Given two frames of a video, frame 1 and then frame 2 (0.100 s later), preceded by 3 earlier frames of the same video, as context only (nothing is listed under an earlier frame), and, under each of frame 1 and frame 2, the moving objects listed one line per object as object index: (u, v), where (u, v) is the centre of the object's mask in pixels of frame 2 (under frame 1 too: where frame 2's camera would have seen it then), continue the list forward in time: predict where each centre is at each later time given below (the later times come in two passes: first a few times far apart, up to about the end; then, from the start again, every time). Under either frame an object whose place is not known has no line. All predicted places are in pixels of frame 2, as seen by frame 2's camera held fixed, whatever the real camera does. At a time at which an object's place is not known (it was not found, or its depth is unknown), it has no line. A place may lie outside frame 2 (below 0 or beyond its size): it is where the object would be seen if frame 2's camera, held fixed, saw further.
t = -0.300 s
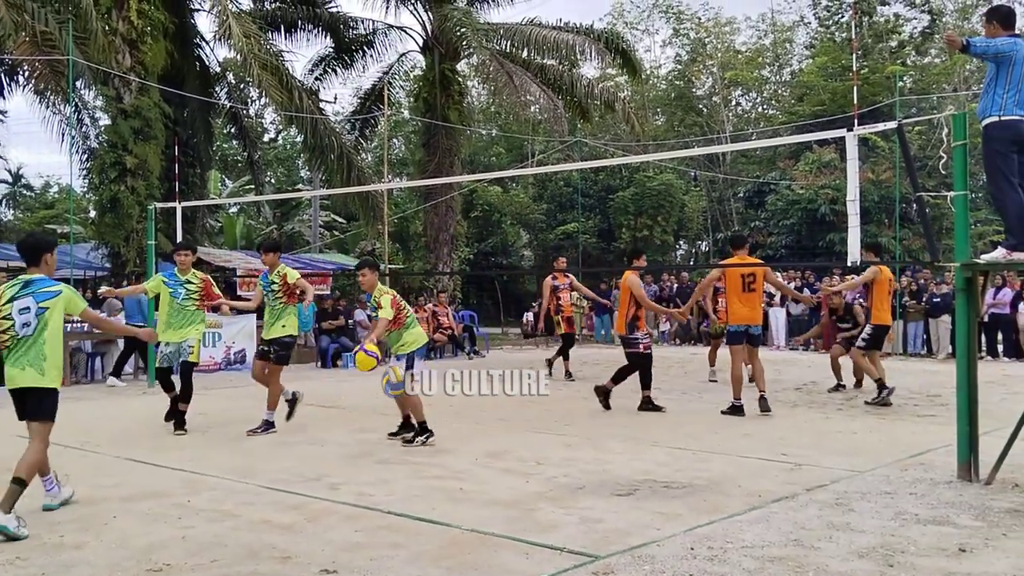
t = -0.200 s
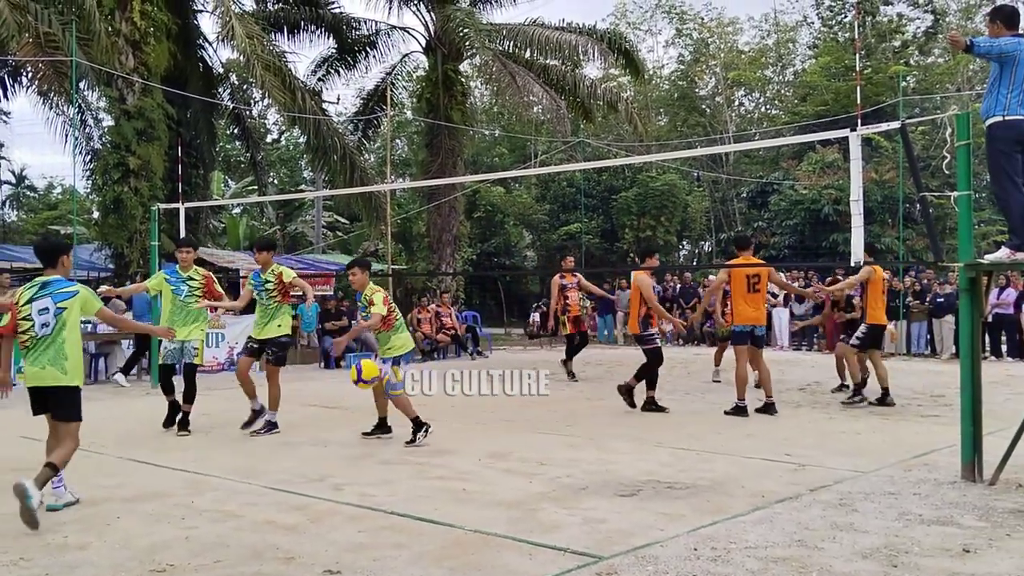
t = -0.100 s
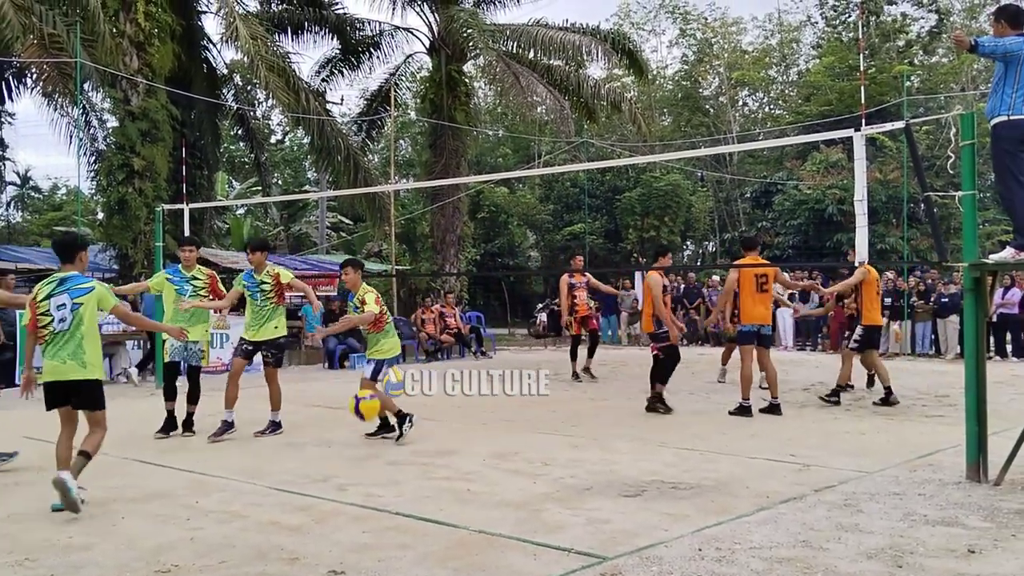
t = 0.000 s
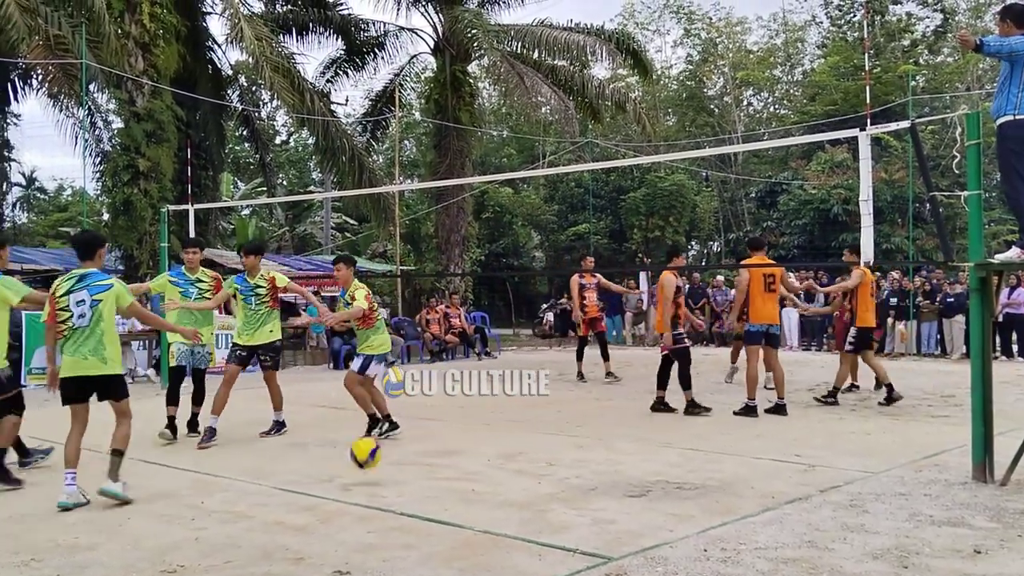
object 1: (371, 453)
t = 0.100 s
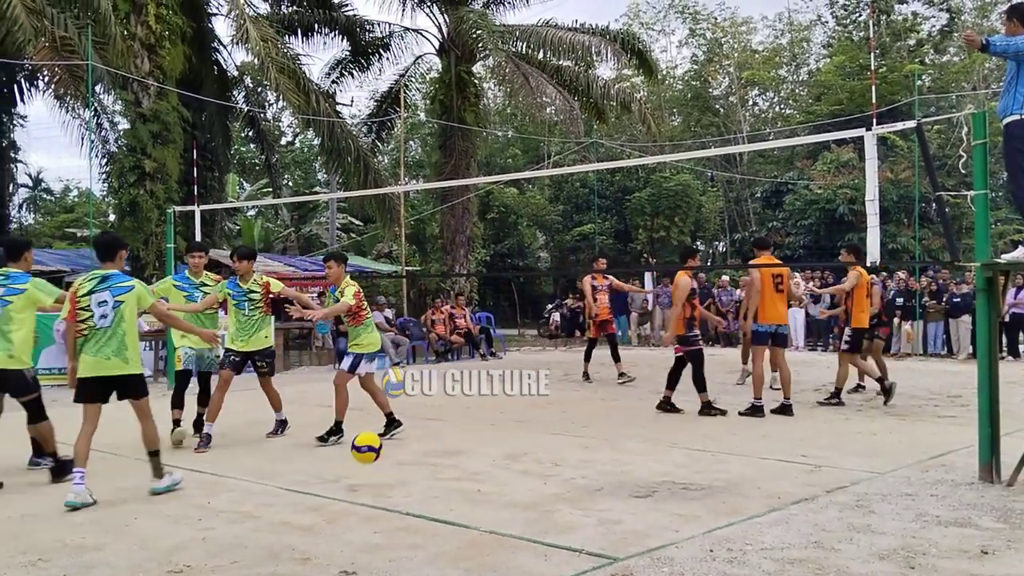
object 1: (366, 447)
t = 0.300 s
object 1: (356, 409)
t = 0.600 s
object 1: (338, 466)
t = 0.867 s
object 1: (322, 468)
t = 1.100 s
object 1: (305, 508)
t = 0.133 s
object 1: (365, 437)
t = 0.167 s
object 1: (363, 428)
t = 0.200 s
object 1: (362, 421)
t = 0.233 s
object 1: (359, 415)
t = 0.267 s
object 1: (358, 411)
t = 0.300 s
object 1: (356, 409)
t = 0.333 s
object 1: (354, 408)
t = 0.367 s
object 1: (353, 408)
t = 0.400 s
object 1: (351, 411)
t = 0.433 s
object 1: (349, 415)
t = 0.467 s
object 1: (347, 421)
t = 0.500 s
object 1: (345, 429)
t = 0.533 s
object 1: (343, 440)
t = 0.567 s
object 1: (341, 452)
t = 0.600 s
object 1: (338, 466)
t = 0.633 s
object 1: (336, 483)
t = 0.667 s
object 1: (334, 502)
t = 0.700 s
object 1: (331, 499)
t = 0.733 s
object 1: (330, 489)
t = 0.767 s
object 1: (328, 481)
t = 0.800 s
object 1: (326, 475)
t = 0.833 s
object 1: (324, 470)
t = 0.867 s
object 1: (322, 468)
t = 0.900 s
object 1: (320, 467)
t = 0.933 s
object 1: (318, 468)
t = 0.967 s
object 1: (315, 472)
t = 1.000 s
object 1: (312, 477)
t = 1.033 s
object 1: (310, 485)
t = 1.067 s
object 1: (308, 496)
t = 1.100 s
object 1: (305, 508)
